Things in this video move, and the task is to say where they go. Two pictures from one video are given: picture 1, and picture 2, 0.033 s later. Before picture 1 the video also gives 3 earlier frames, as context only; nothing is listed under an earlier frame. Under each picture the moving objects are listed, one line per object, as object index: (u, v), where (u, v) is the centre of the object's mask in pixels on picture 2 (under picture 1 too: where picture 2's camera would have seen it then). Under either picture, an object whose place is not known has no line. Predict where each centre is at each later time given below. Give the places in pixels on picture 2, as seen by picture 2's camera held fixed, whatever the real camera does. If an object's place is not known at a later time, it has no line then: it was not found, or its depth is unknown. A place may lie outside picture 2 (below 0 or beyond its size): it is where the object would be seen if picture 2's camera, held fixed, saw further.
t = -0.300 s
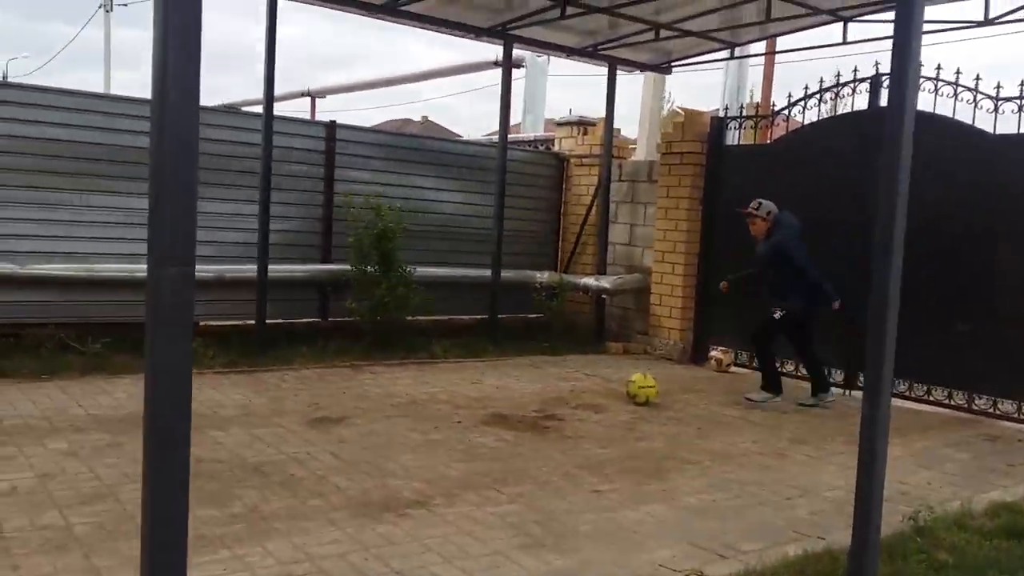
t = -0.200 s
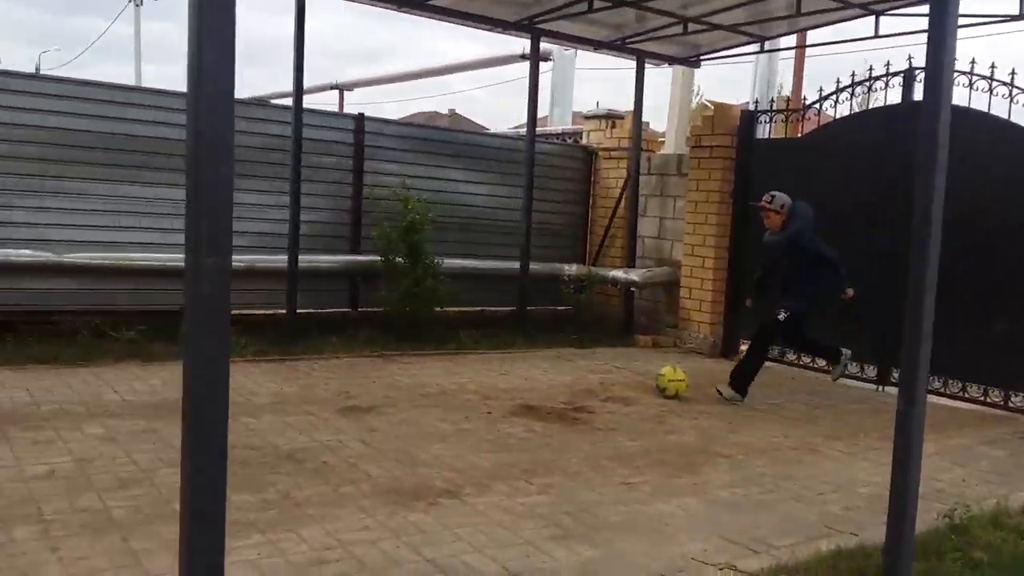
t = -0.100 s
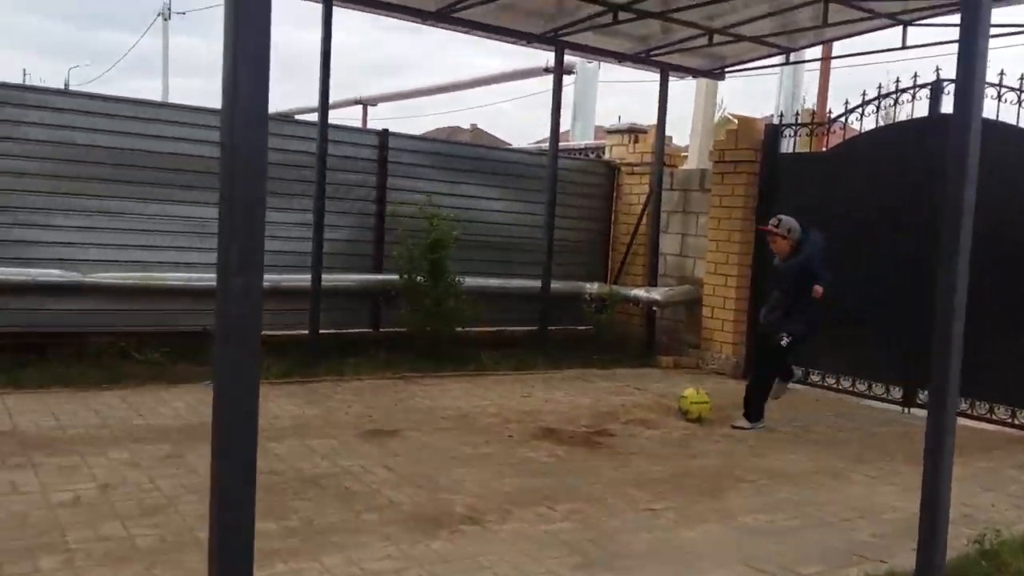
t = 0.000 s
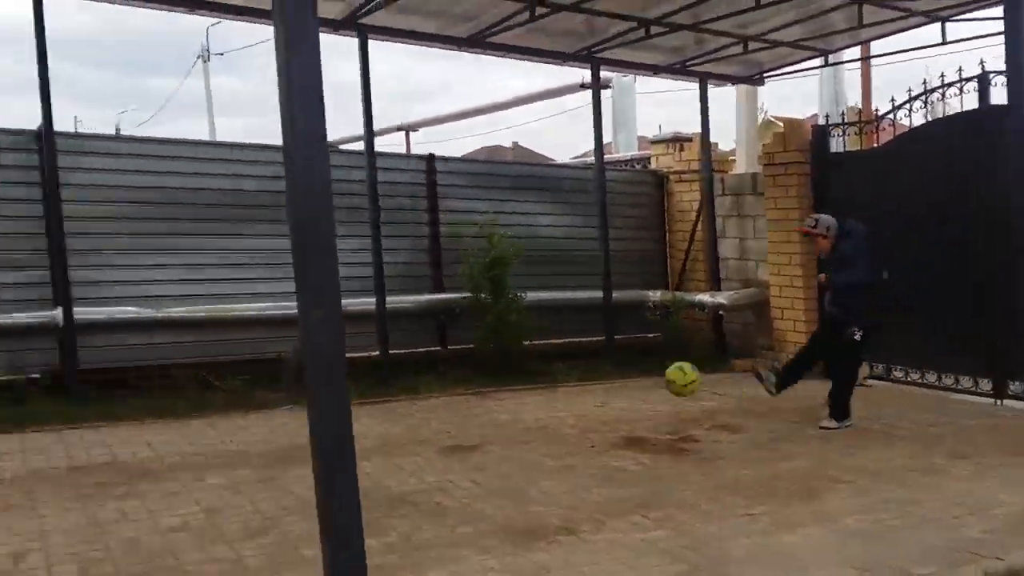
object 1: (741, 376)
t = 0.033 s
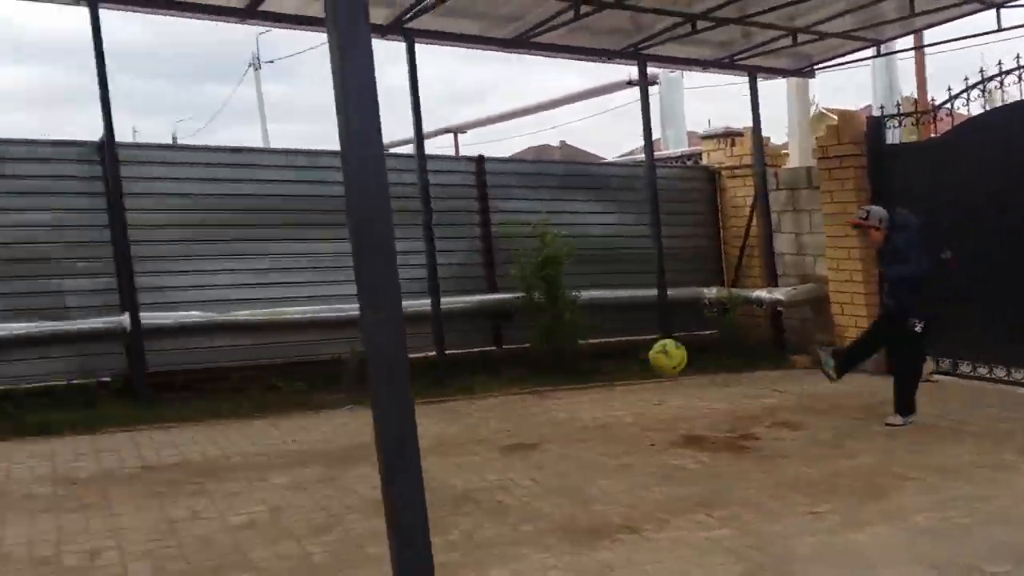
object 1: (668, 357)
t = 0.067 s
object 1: (589, 339)
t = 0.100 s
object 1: (505, 322)
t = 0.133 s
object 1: (424, 303)
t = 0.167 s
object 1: (308, 287)
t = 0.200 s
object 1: (189, 270)
